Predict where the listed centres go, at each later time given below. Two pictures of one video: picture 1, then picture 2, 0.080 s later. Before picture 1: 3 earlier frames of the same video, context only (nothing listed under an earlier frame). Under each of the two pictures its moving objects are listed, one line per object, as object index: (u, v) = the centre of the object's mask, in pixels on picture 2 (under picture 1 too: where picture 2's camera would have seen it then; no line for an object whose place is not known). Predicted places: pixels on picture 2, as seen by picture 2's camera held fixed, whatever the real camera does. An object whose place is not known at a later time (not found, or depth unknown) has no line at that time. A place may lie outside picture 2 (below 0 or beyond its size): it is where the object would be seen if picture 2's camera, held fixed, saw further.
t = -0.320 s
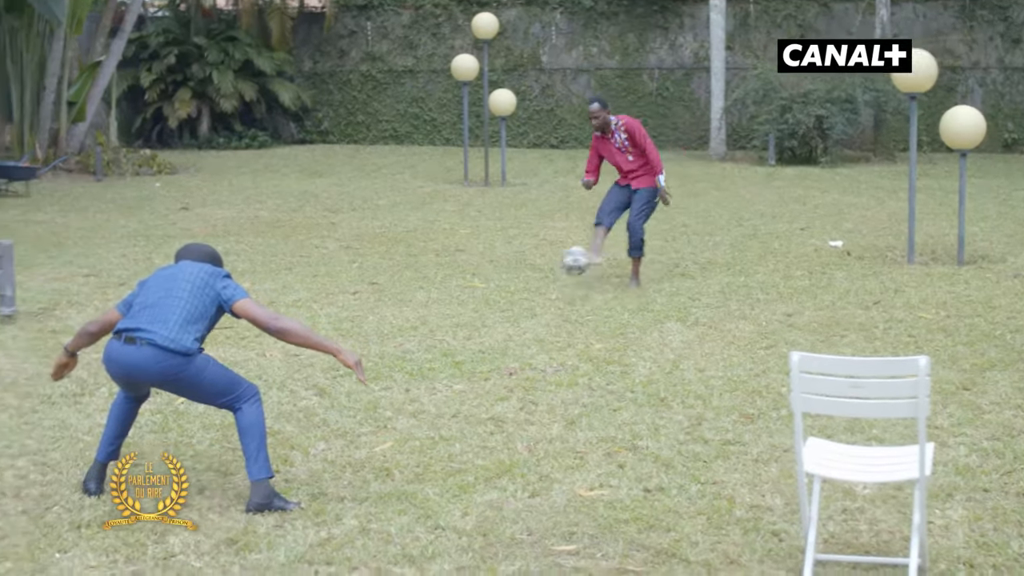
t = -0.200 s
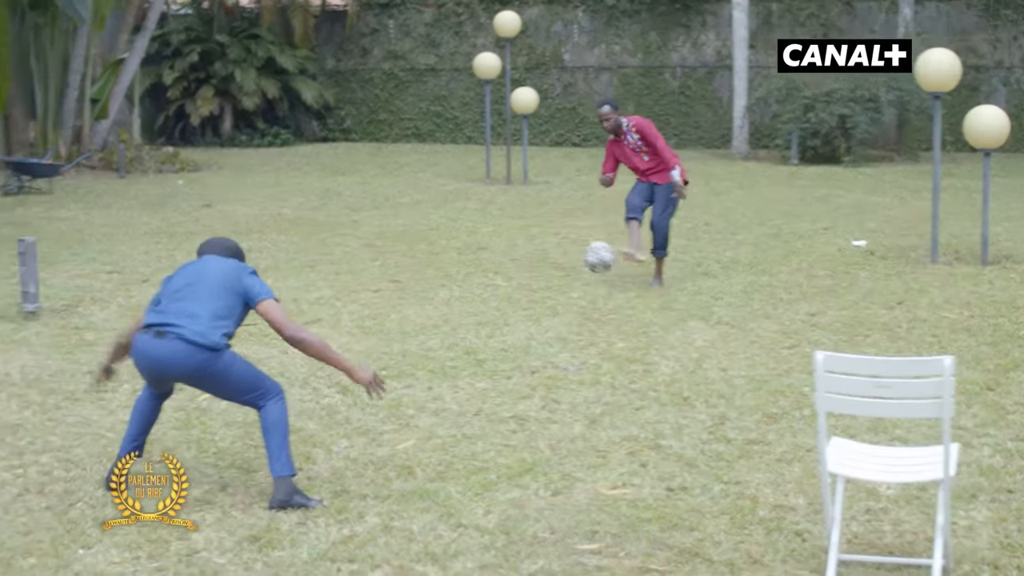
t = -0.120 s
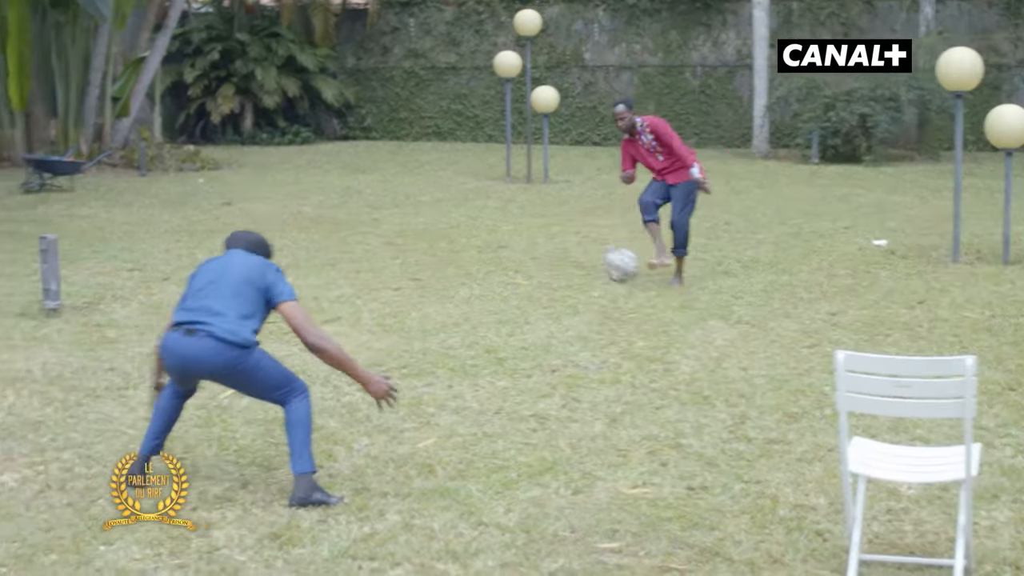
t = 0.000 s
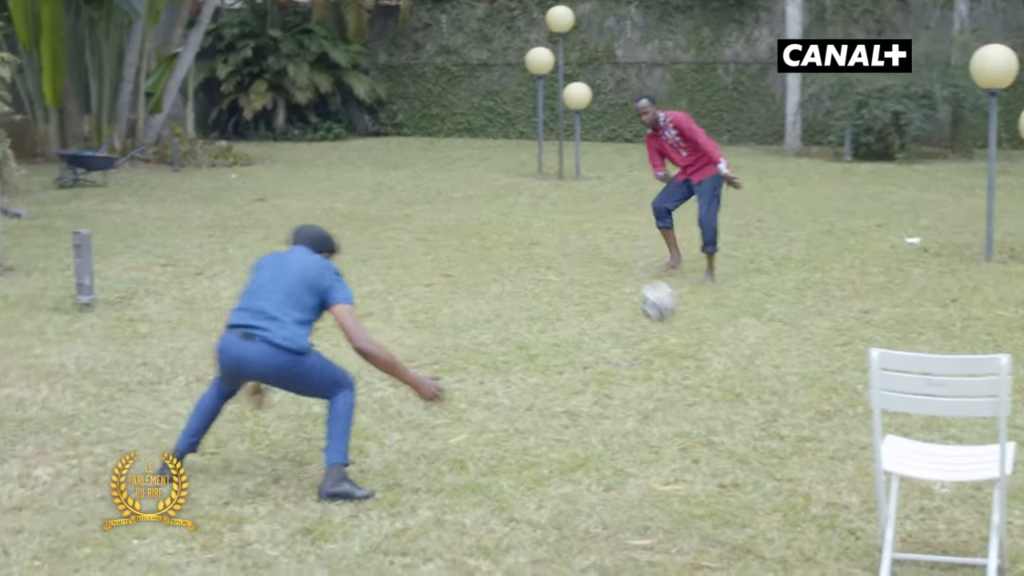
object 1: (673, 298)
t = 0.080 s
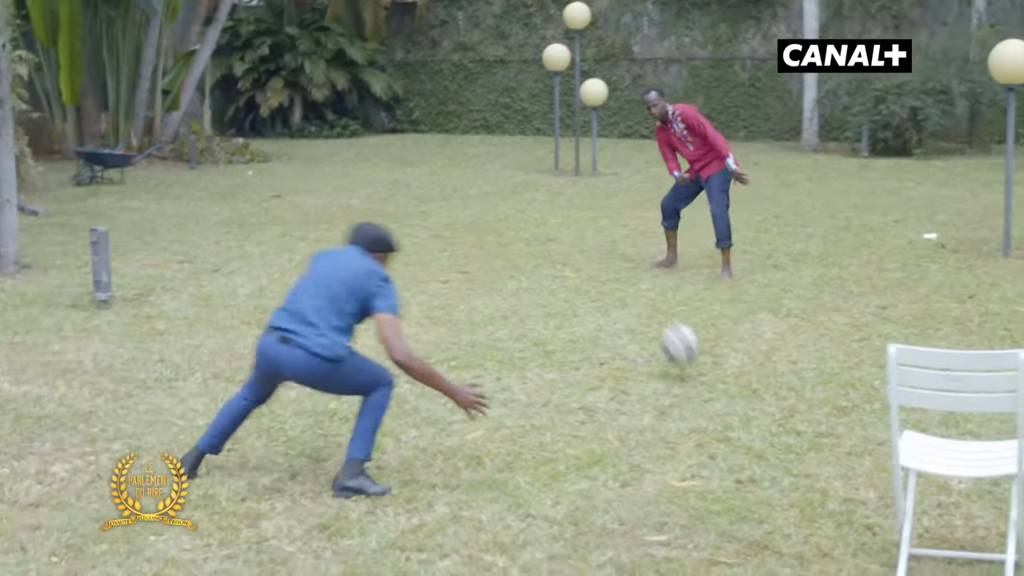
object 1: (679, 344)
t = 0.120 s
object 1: (682, 373)
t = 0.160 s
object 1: (687, 379)
